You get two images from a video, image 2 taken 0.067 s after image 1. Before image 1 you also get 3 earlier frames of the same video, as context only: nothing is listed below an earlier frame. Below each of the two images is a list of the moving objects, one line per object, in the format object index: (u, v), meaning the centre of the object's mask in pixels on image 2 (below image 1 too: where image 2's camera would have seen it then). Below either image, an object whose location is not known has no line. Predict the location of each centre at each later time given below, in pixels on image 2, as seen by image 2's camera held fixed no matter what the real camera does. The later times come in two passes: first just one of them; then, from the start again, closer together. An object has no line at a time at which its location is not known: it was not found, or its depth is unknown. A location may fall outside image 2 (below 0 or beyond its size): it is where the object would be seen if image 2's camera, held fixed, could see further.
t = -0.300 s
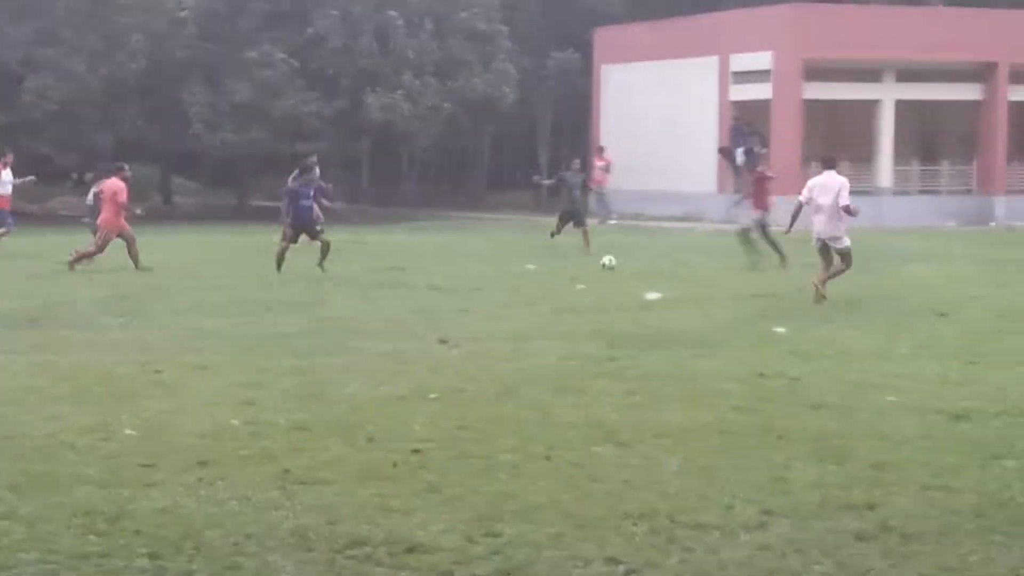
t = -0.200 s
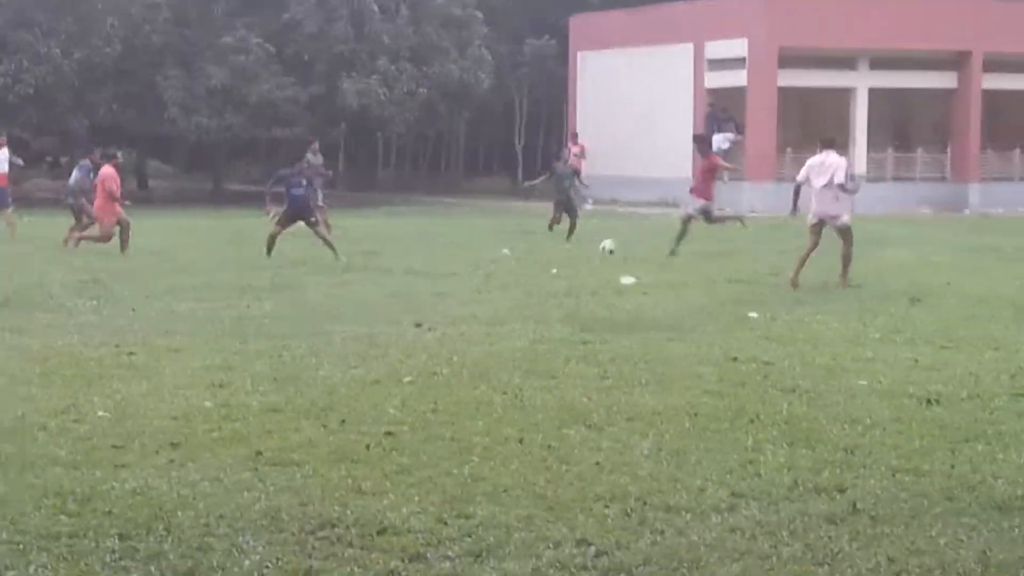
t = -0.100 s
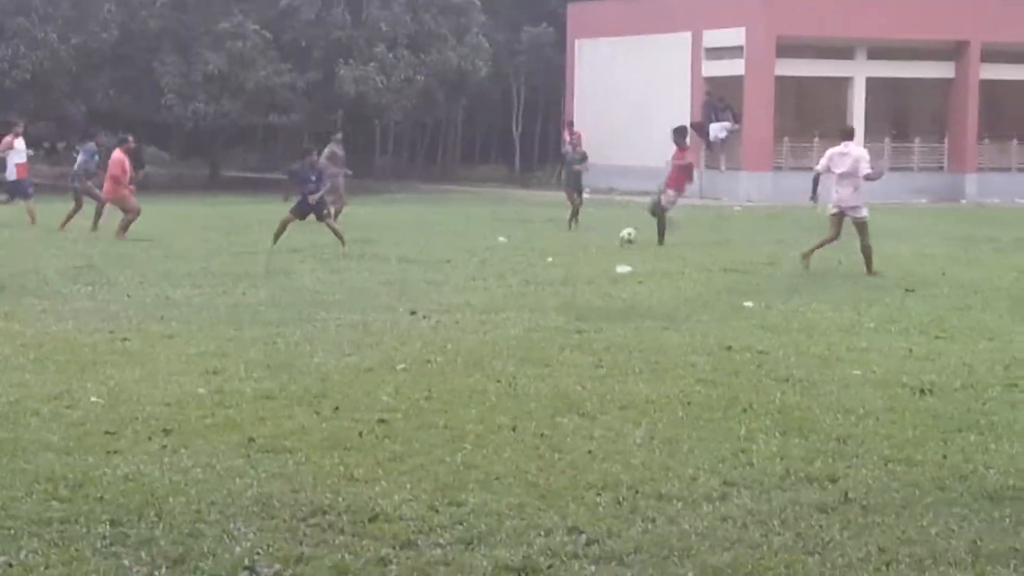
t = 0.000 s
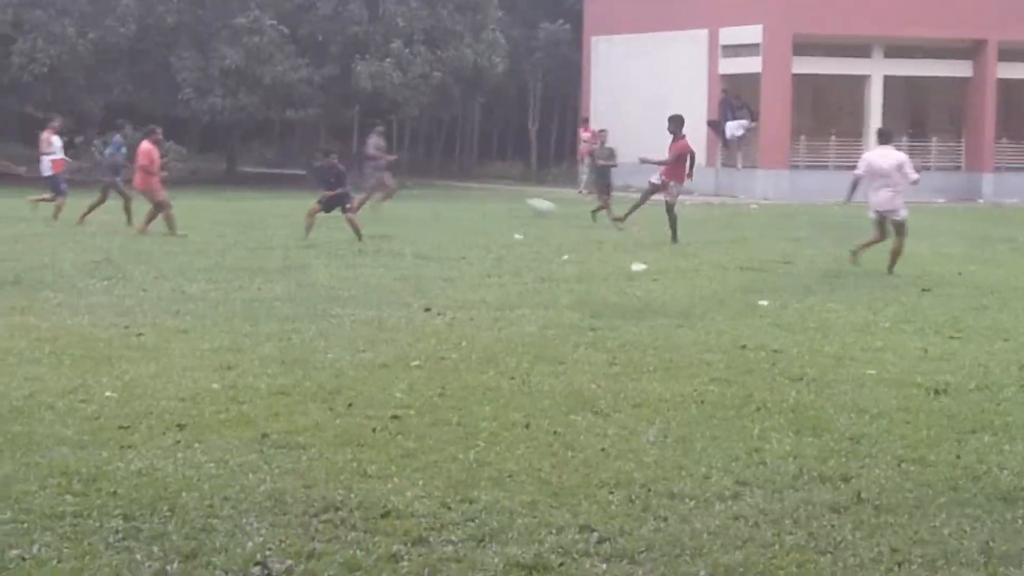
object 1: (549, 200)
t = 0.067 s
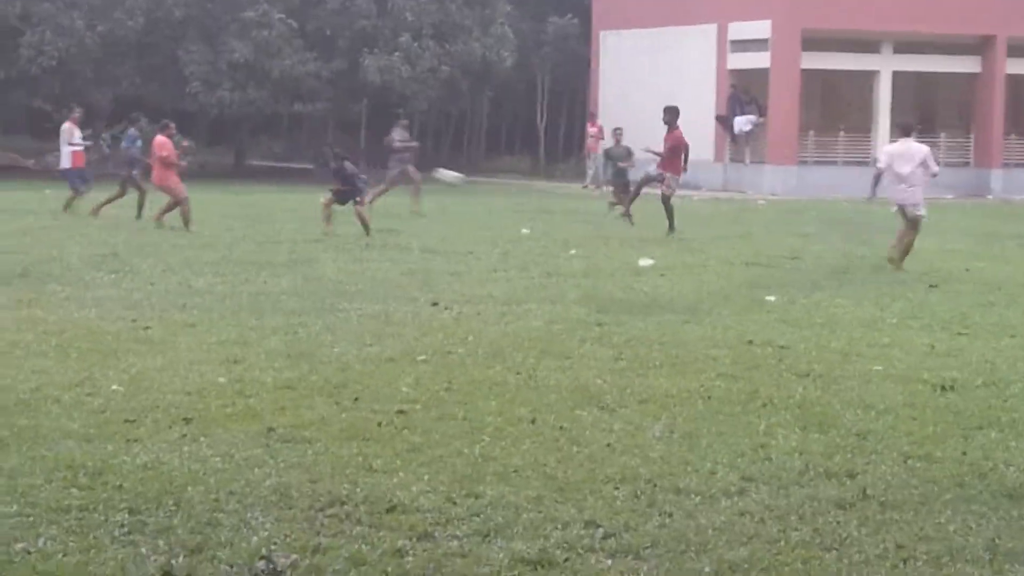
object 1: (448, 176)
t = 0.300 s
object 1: (76, 103)
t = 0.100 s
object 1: (396, 166)
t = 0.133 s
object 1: (343, 153)
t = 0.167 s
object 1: (292, 144)
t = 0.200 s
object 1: (240, 135)
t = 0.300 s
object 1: (76, 103)
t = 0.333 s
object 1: (20, 96)
